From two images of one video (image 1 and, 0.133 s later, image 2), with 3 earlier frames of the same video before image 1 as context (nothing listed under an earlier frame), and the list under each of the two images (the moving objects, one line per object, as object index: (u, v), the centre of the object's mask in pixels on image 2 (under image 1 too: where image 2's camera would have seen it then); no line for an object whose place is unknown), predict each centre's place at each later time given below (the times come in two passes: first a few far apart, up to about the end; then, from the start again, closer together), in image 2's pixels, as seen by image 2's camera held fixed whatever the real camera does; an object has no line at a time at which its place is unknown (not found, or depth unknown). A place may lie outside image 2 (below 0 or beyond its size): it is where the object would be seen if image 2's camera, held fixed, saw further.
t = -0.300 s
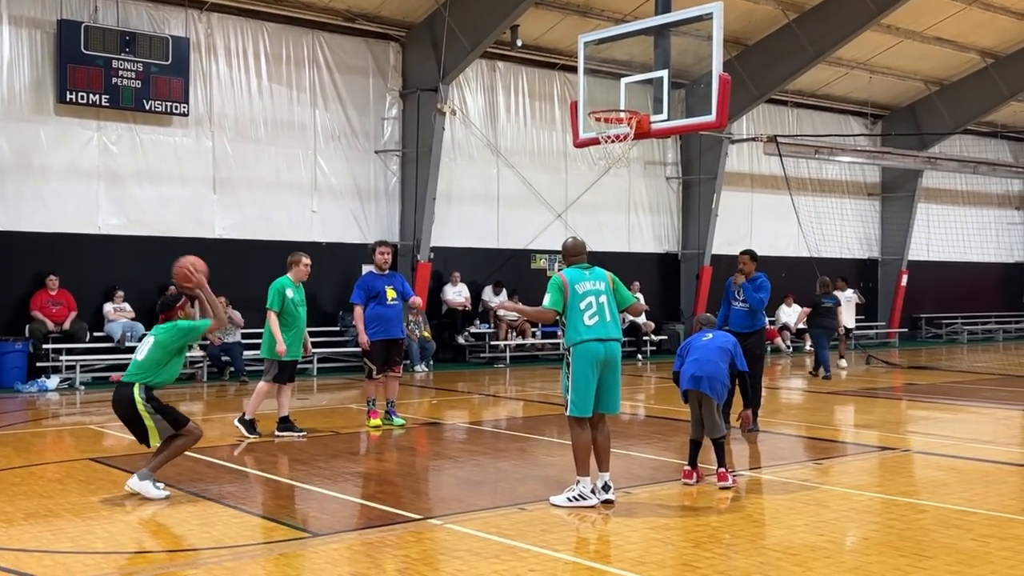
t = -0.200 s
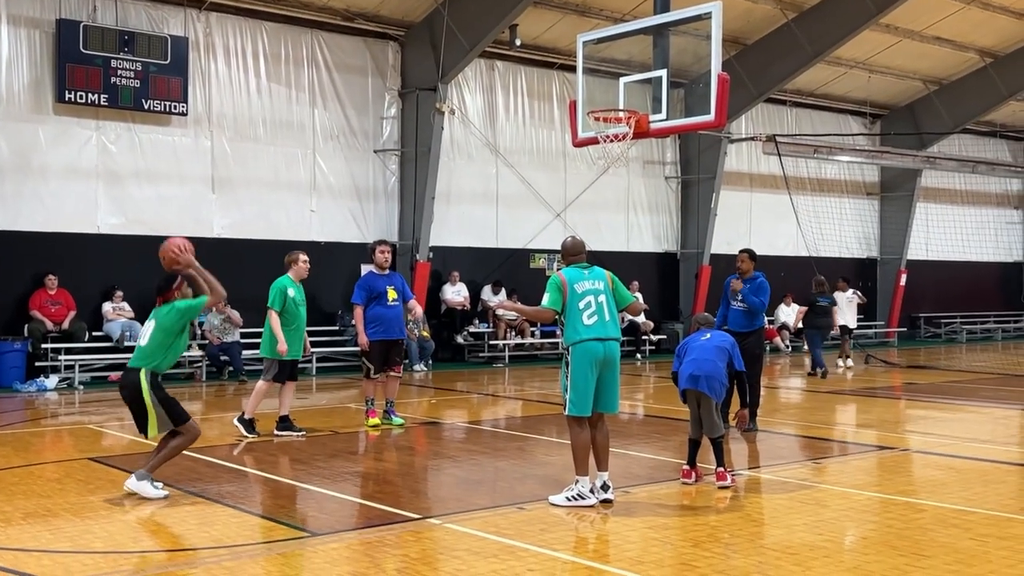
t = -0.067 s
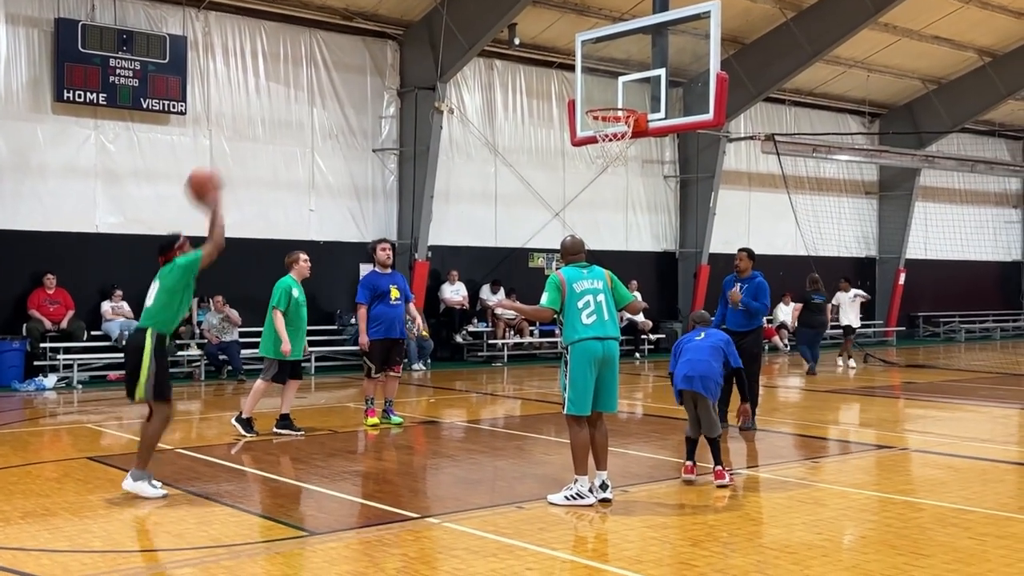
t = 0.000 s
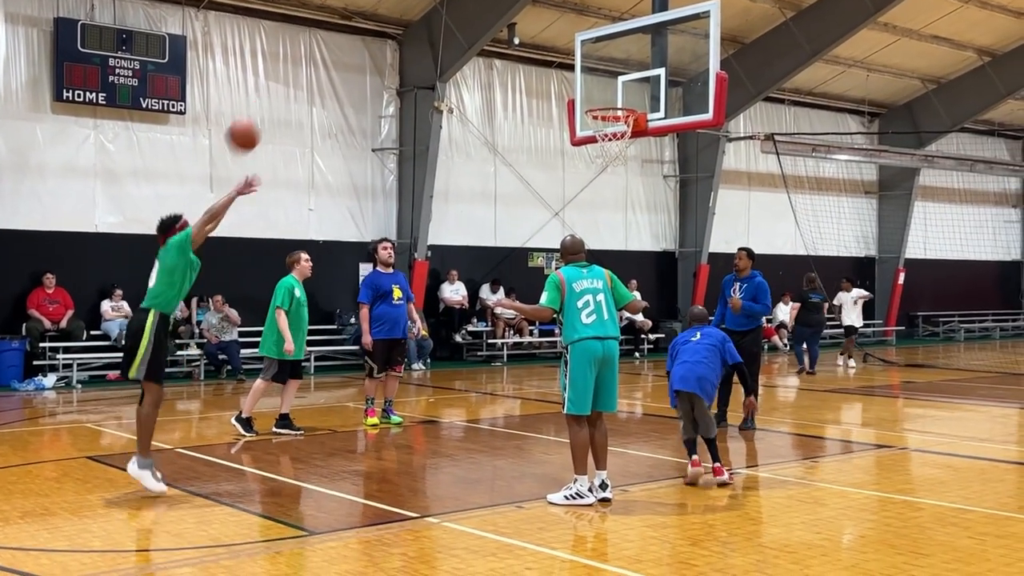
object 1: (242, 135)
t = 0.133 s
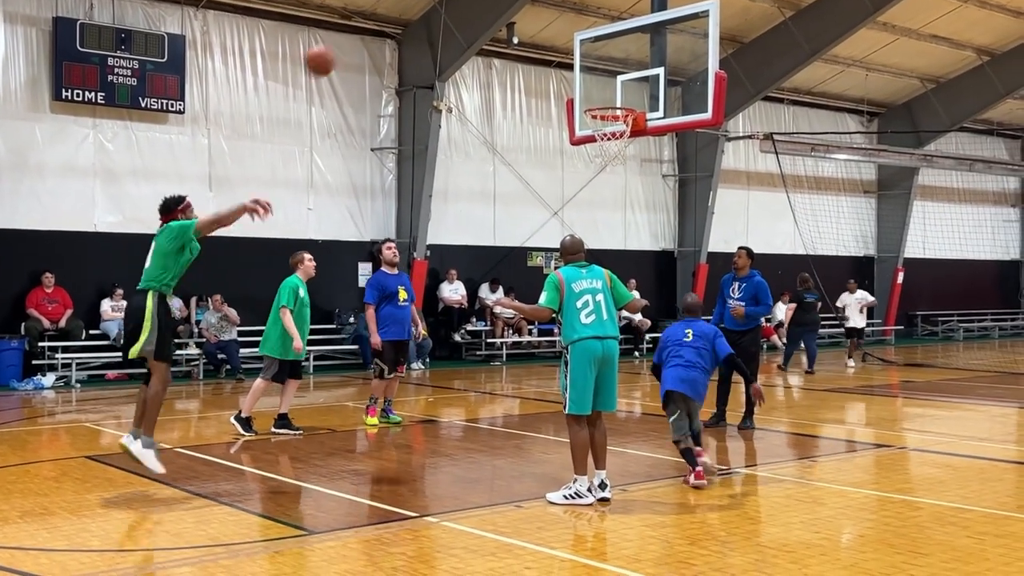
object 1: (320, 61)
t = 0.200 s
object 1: (354, 34)
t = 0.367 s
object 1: (434, 6)
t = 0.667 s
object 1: (558, 15)
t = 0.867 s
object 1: (623, 74)
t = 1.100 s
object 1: (598, 75)
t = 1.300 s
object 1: (611, 60)
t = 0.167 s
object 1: (336, 47)
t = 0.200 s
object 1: (354, 34)
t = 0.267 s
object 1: (387, 15)
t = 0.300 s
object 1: (403, 11)
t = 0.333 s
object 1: (419, 8)
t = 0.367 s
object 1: (434, 6)
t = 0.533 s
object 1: (506, 5)
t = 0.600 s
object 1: (533, 8)
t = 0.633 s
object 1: (545, 11)
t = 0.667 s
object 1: (558, 15)
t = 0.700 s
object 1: (570, 23)
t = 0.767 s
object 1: (594, 42)
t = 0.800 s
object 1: (605, 52)
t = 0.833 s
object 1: (616, 63)
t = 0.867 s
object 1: (623, 74)
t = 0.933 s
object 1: (604, 89)
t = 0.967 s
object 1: (595, 97)
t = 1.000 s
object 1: (592, 98)
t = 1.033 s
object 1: (594, 89)
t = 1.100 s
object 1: (598, 75)
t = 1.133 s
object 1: (600, 70)
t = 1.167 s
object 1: (603, 65)
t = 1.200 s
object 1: (605, 63)
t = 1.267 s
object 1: (608, 60)
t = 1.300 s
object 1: (611, 60)
